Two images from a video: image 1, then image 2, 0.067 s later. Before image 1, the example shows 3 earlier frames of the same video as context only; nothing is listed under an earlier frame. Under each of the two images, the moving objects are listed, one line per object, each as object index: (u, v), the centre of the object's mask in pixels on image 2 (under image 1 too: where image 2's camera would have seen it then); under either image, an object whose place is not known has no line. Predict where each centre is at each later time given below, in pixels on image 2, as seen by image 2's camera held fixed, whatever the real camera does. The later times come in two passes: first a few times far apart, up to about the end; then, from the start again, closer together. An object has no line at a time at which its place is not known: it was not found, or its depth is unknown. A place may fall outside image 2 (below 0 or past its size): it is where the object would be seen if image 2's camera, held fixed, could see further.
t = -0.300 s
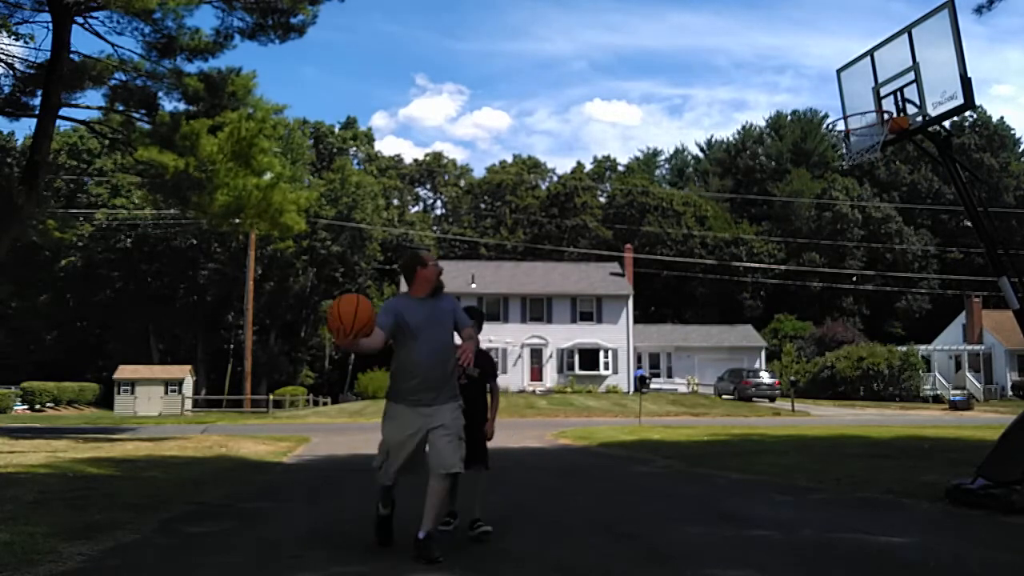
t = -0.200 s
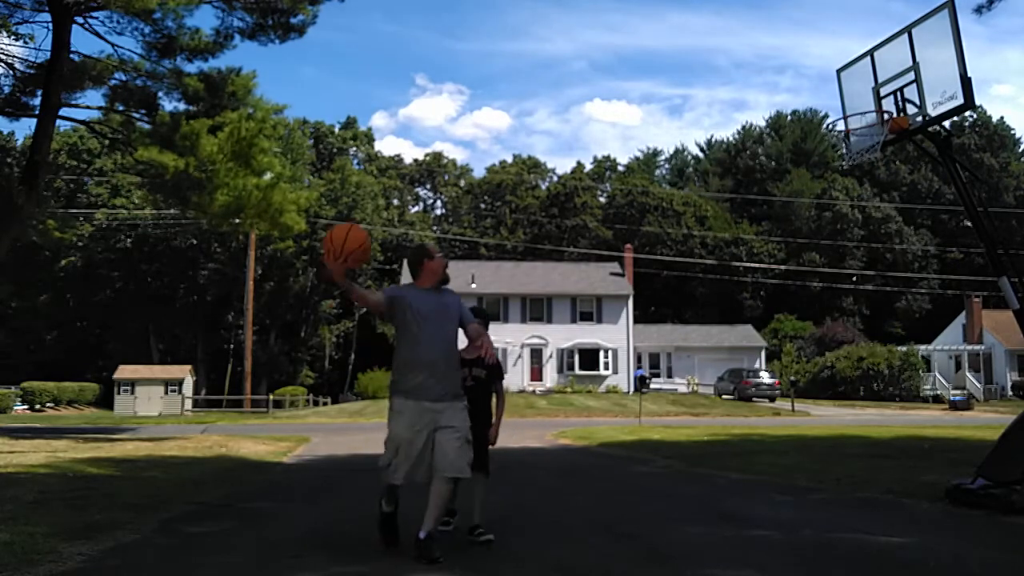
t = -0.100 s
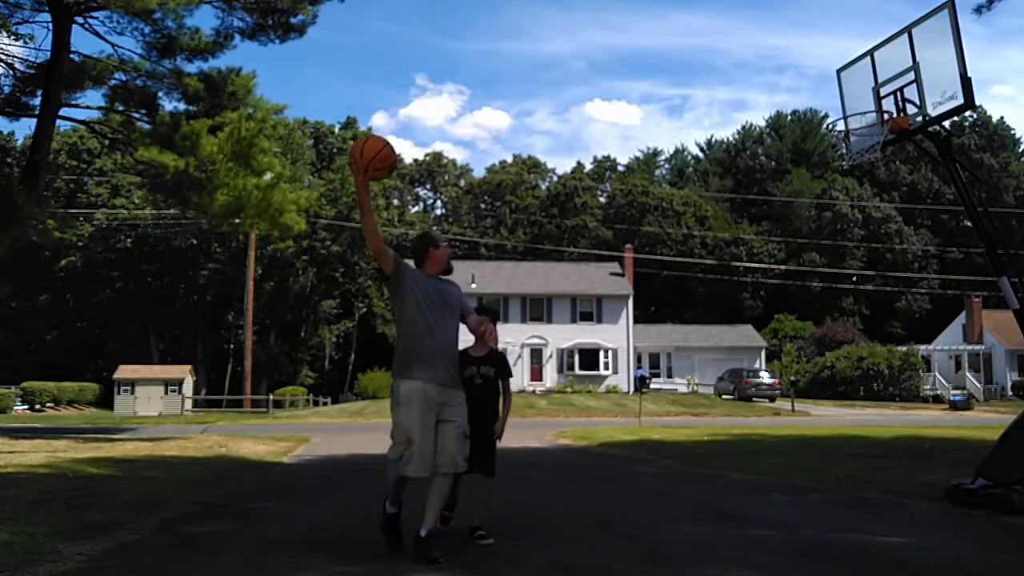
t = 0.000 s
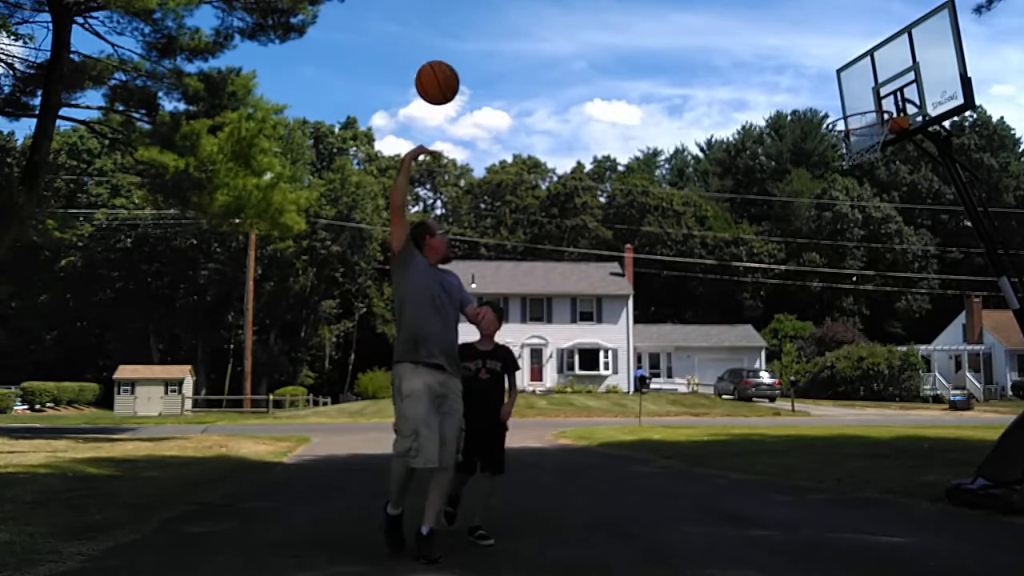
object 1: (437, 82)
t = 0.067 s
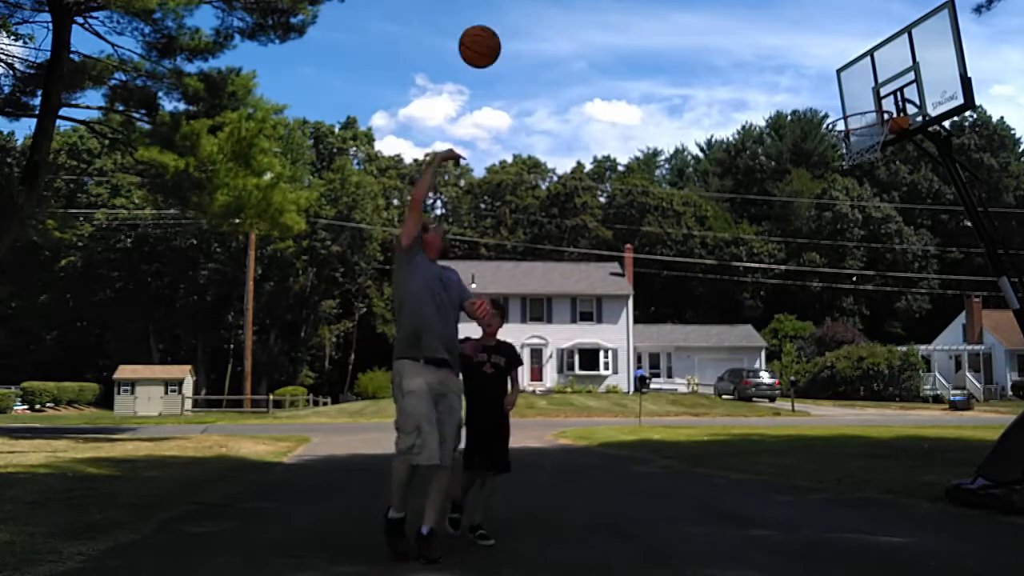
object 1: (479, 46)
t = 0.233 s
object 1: (573, 7)
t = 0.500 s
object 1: (697, 12)
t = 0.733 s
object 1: (788, 89)
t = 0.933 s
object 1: (857, 202)
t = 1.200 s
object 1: (943, 404)
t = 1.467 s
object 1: (961, 383)
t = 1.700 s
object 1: (950, 312)
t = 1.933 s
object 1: (947, 302)
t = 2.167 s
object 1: (944, 347)
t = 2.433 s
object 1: (946, 461)
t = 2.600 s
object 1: (945, 417)
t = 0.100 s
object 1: (500, 32)
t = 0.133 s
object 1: (519, 20)
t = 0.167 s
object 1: (538, 14)
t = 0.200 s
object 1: (556, 10)
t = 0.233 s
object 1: (573, 7)
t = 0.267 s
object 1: (590, 5)
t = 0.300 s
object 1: (607, 4)
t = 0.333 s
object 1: (623, 4)
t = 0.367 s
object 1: (638, 4)
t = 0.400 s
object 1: (653, 5)
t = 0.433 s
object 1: (668, 6)
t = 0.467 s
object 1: (682, 8)
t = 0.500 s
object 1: (697, 12)
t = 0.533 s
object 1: (711, 16)
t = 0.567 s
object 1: (724, 25)
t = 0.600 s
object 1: (737, 36)
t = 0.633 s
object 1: (750, 48)
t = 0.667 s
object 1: (763, 60)
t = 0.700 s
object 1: (776, 74)
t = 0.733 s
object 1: (788, 89)
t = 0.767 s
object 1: (800, 105)
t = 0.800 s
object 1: (812, 123)
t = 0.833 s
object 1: (823, 140)
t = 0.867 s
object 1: (834, 159)
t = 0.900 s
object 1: (846, 179)
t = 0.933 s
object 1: (857, 202)
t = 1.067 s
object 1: (900, 294)
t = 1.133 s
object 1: (923, 346)
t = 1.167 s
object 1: (933, 375)
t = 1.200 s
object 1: (943, 404)
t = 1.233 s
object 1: (953, 433)
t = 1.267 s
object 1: (963, 462)
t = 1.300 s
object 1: (967, 469)
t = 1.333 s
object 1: (967, 456)
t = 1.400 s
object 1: (964, 415)
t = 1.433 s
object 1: (962, 398)
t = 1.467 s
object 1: (961, 383)
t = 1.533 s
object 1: (958, 357)
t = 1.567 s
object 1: (956, 345)
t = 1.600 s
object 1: (954, 335)
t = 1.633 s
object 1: (953, 327)
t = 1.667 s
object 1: (952, 319)
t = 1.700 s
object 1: (950, 312)
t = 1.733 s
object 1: (948, 307)
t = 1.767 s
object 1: (948, 305)
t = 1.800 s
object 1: (948, 304)
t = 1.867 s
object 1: (948, 300)
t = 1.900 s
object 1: (947, 301)
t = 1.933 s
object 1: (947, 302)
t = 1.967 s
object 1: (947, 305)
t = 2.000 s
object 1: (944, 309)
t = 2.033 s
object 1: (944, 315)
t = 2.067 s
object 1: (944, 321)
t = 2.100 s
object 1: (944, 329)
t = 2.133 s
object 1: (944, 337)
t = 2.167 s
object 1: (944, 347)
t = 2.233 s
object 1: (944, 369)
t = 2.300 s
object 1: (945, 396)
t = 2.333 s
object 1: (944, 410)
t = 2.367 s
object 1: (945, 426)
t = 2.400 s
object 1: (945, 442)
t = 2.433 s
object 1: (946, 461)
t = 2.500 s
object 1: (946, 447)
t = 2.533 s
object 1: (945, 435)
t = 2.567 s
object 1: (945, 426)
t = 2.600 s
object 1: (945, 417)
